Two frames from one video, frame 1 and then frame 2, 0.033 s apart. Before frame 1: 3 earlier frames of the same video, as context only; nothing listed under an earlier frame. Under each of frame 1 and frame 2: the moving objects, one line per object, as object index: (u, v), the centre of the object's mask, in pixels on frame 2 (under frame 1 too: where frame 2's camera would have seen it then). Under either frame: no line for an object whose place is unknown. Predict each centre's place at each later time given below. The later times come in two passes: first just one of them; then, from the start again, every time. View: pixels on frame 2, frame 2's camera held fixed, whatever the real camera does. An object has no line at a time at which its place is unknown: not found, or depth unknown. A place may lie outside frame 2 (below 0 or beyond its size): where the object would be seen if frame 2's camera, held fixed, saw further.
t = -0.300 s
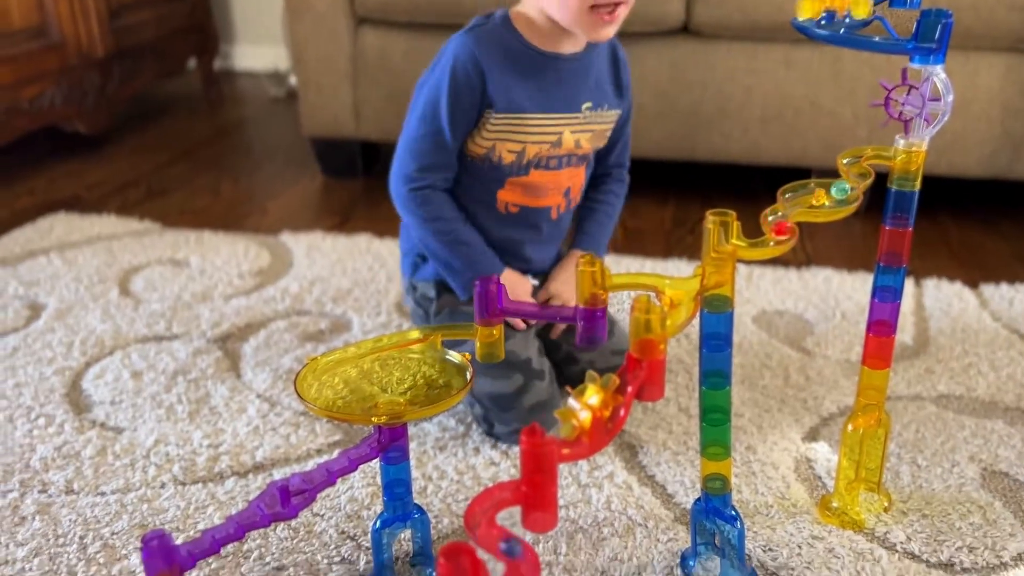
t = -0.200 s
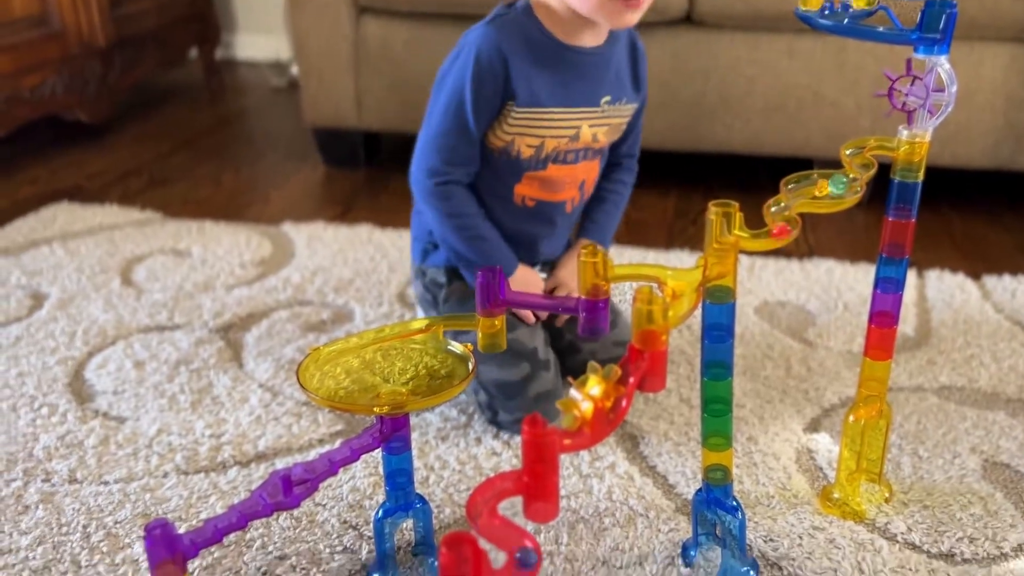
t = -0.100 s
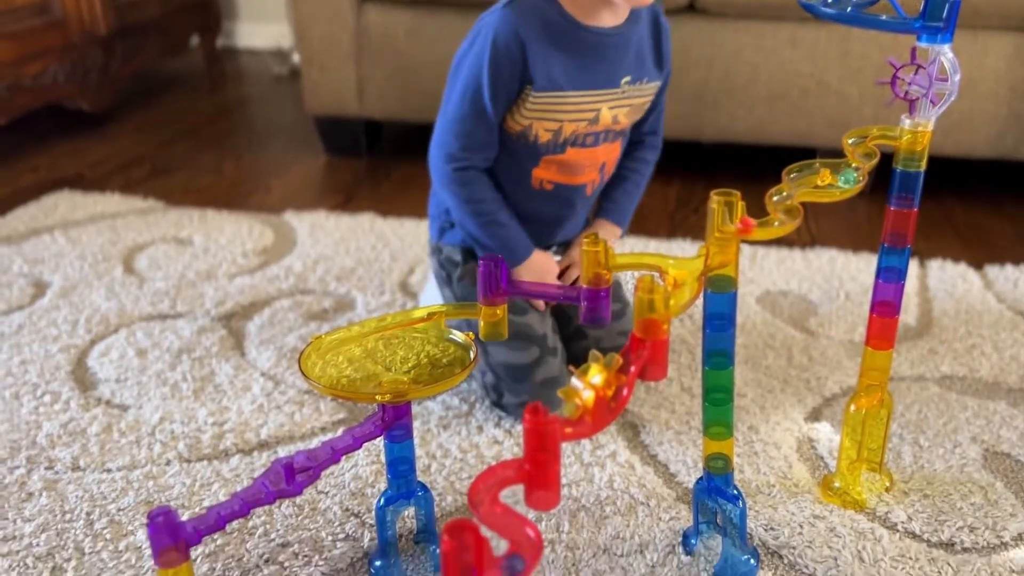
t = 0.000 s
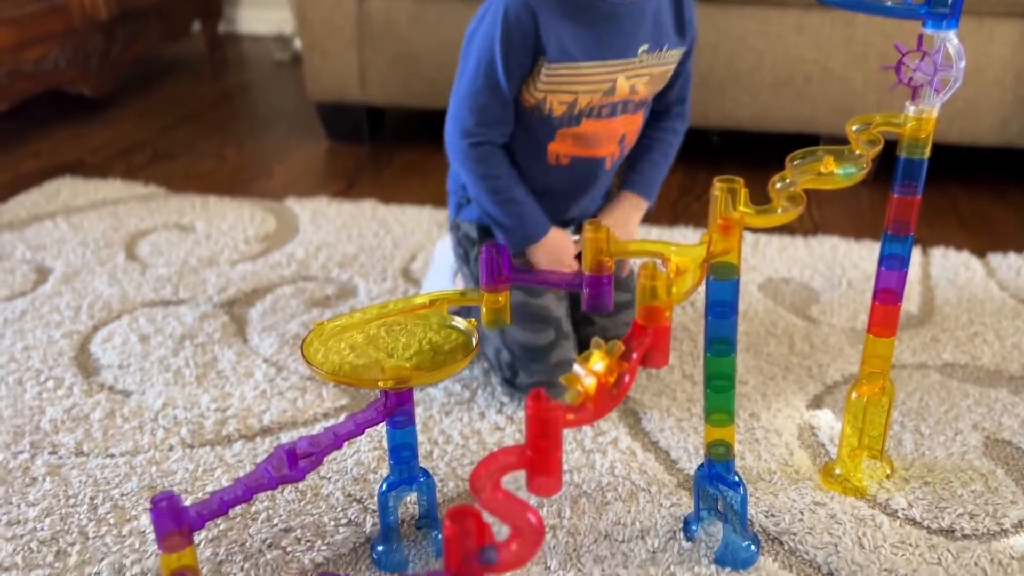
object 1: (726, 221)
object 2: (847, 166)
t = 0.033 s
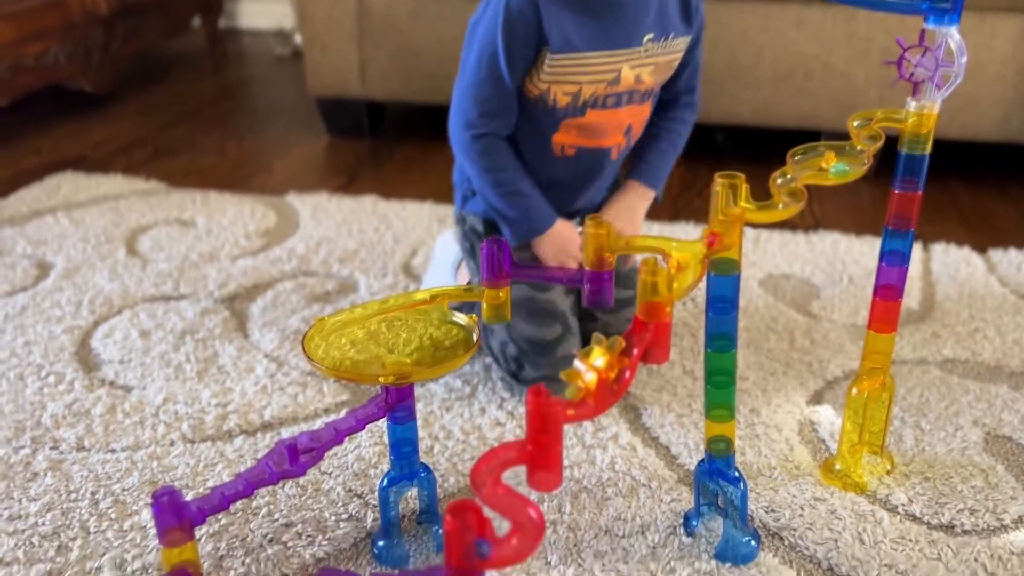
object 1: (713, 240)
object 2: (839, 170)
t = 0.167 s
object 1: (653, 241)
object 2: (798, 170)
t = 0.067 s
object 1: (692, 245)
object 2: (829, 172)
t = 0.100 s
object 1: (679, 244)
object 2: (819, 172)
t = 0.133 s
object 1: (666, 243)
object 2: (809, 169)
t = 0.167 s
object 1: (653, 241)
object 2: (798, 170)
